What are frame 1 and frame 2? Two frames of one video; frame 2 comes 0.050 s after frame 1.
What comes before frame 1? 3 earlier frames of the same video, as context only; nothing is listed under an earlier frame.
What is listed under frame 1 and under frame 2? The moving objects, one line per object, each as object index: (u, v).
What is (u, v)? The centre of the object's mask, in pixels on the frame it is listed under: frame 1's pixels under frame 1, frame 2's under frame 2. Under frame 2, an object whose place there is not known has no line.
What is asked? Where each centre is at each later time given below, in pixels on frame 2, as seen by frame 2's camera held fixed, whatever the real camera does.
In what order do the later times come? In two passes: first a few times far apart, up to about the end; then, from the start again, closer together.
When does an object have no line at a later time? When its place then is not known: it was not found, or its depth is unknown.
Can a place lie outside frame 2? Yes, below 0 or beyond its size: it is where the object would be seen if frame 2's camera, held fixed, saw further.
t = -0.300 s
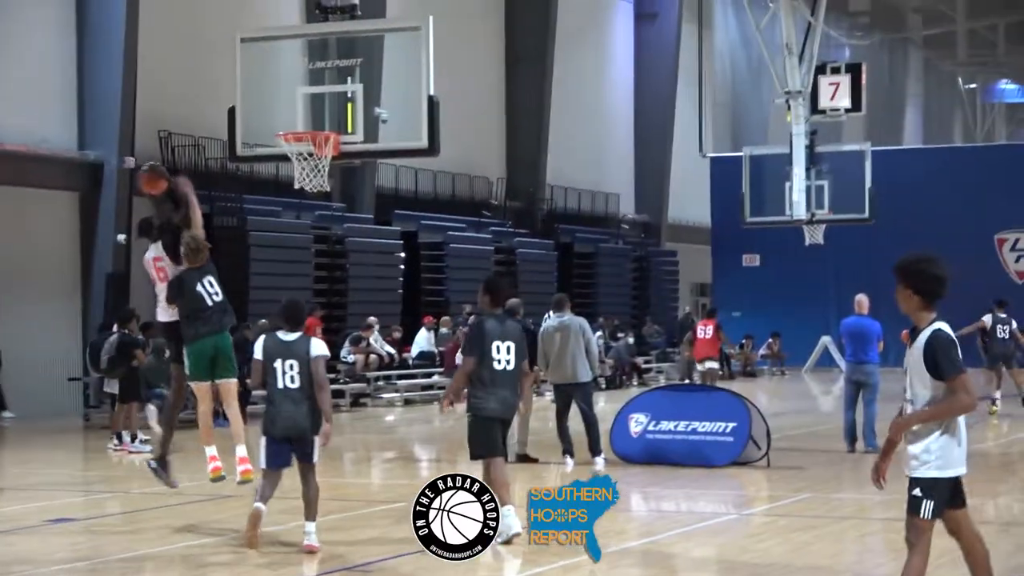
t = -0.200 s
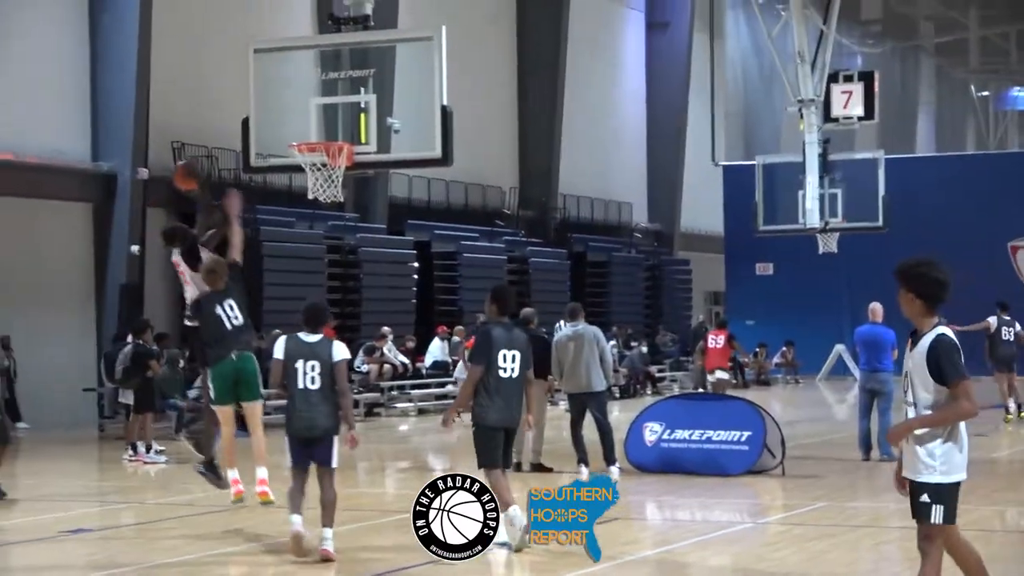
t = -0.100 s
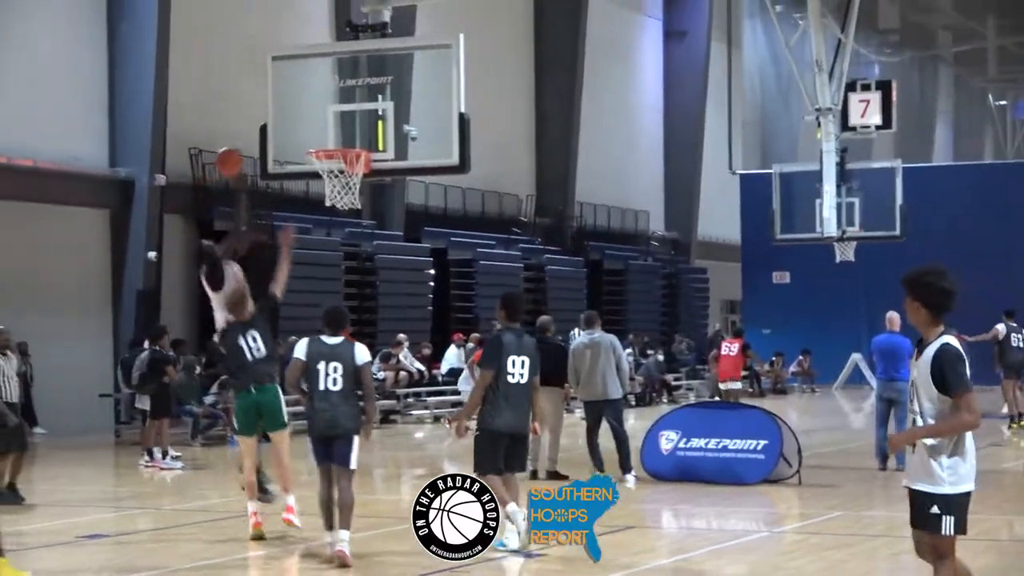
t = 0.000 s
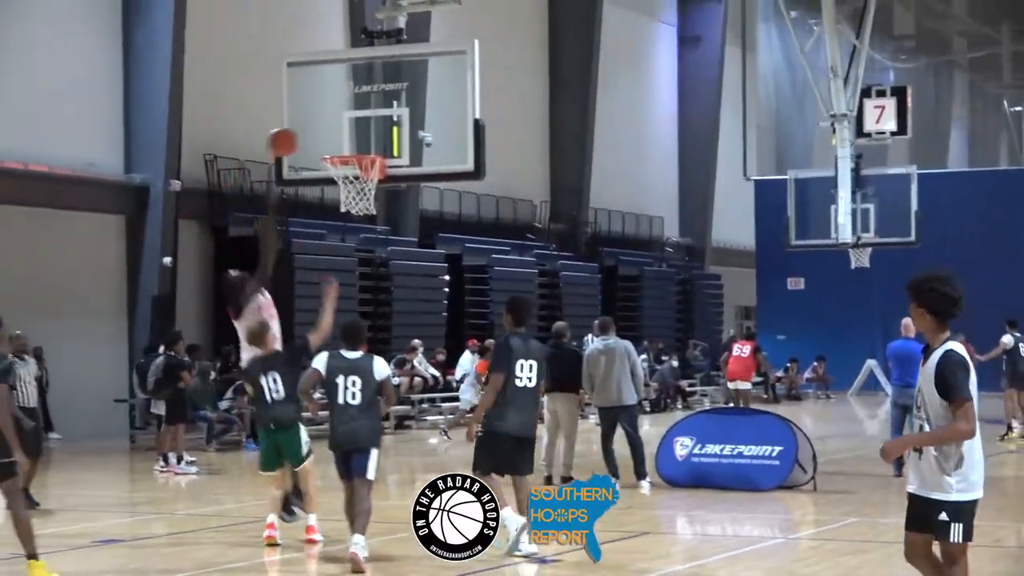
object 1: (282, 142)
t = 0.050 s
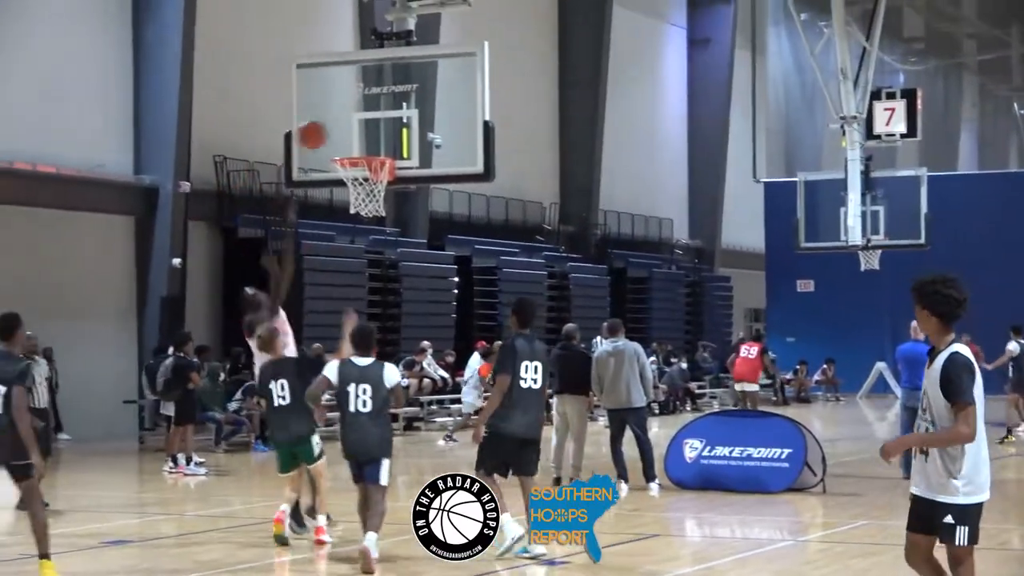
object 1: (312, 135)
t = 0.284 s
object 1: (349, 136)
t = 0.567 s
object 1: (368, 221)
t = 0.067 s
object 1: (319, 133)
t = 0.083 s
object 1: (325, 130)
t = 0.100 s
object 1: (332, 130)
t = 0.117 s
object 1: (336, 128)
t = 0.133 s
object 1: (337, 128)
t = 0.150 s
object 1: (339, 128)
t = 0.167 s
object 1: (340, 127)
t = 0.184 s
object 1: (341, 127)
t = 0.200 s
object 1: (343, 128)
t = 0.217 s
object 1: (344, 129)
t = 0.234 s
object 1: (346, 131)
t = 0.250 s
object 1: (347, 132)
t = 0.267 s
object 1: (348, 134)
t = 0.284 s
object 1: (349, 136)
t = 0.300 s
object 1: (351, 139)
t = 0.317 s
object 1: (353, 142)
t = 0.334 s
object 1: (354, 145)
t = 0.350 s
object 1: (355, 147)
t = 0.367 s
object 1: (357, 150)
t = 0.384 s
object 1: (358, 153)
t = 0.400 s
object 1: (358, 158)
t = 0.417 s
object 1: (357, 161)
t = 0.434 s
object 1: (365, 170)
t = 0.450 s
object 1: (359, 175)
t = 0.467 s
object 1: (360, 182)
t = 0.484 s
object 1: (360, 187)
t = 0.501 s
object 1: (359, 189)
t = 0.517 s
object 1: (359, 189)
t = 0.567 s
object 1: (368, 221)
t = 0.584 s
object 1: (369, 226)
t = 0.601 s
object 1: (369, 231)
